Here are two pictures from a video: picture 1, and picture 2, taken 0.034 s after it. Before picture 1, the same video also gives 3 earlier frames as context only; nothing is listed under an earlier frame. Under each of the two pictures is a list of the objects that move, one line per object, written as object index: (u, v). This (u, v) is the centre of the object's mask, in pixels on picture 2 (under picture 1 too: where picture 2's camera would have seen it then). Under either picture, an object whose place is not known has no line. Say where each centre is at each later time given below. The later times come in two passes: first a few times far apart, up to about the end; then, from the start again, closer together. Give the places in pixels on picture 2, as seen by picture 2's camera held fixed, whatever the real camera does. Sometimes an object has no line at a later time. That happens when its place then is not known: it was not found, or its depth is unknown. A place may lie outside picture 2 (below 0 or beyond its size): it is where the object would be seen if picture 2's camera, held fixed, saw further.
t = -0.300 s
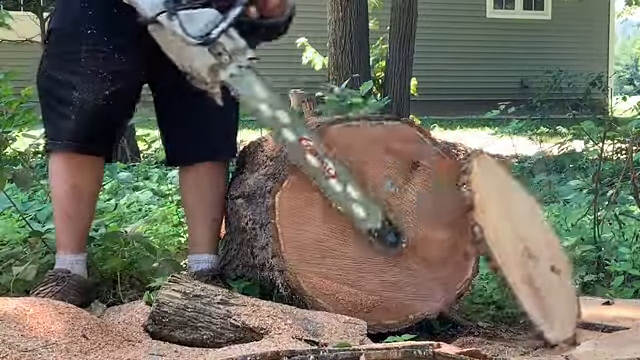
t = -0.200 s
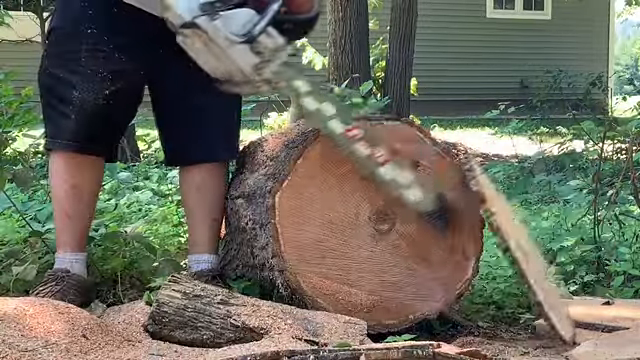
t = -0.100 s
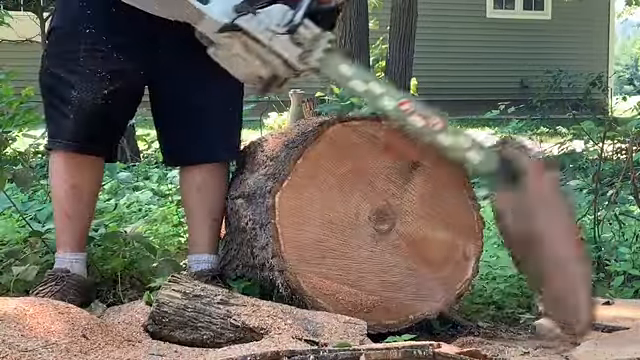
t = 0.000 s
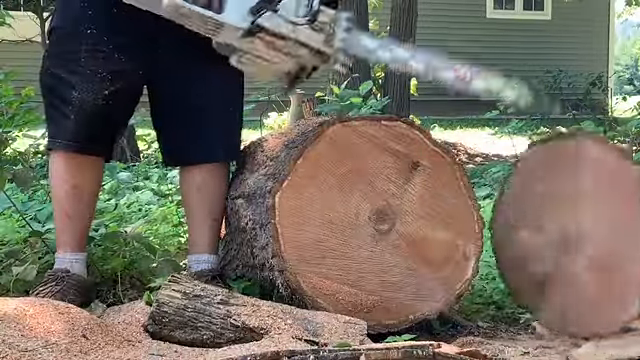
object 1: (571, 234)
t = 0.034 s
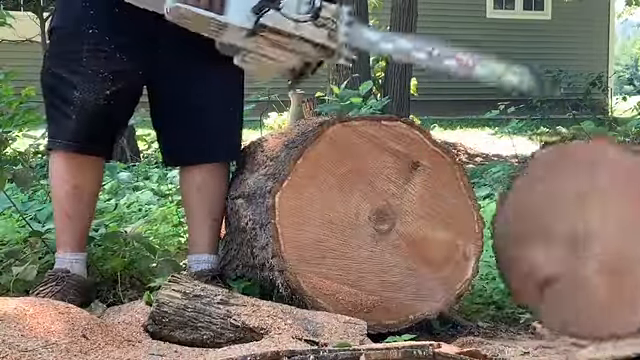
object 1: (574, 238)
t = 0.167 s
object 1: (585, 242)
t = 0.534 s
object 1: (588, 231)
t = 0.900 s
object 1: (575, 305)
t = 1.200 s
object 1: (576, 319)
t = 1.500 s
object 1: (573, 317)
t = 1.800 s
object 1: (573, 317)
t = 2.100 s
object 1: (572, 317)
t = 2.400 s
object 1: (572, 317)
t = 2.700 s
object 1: (572, 317)
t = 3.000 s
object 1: (572, 317)
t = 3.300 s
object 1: (572, 317)
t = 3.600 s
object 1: (572, 317)
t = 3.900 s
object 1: (572, 317)
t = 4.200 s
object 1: (573, 317)
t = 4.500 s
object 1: (572, 317)
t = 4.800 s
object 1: (572, 317)
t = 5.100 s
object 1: (572, 317)
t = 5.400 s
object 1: (573, 317)
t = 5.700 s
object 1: (572, 317)
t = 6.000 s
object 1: (572, 317)
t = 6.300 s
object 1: (573, 317)
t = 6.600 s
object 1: (572, 317)
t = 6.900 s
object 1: (572, 317)
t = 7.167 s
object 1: (572, 317)
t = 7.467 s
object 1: (572, 317)
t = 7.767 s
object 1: (572, 317)
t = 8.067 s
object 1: (572, 317)
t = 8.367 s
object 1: (572, 317)
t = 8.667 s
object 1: (572, 317)
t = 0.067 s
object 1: (576, 240)
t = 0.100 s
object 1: (577, 241)
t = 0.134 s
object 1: (580, 240)
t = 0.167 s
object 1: (585, 242)
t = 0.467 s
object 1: (595, 226)
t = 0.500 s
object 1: (591, 229)
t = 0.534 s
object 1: (588, 231)
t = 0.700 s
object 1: (580, 245)
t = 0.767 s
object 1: (581, 260)
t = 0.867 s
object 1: (580, 300)
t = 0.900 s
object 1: (575, 305)
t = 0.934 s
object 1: (571, 305)
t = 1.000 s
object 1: (576, 314)
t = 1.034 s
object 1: (576, 315)
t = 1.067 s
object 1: (578, 316)
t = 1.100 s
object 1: (575, 314)
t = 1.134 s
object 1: (574, 316)
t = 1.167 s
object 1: (573, 316)
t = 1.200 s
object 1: (576, 319)
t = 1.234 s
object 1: (576, 319)
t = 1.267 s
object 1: (576, 319)
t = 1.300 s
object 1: (576, 319)
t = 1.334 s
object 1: (572, 316)
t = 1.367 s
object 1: (573, 317)
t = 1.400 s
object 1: (573, 317)
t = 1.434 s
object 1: (573, 317)
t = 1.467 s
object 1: (573, 317)
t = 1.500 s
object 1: (573, 317)
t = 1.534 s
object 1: (573, 317)
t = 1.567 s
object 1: (573, 317)
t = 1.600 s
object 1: (573, 317)
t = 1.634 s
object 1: (573, 317)
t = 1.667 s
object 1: (573, 317)
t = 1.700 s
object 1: (573, 317)
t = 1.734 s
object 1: (573, 317)
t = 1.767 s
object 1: (573, 317)
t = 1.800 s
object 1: (573, 317)
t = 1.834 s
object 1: (573, 317)
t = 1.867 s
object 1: (573, 317)
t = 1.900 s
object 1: (573, 317)
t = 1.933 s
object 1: (573, 317)
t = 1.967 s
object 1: (573, 317)
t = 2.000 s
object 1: (573, 317)
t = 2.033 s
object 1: (573, 317)
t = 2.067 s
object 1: (573, 317)
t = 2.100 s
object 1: (572, 317)
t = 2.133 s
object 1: (573, 317)
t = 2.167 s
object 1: (573, 317)
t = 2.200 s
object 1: (573, 317)
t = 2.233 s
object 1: (573, 317)
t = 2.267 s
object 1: (573, 317)
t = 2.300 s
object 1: (572, 317)
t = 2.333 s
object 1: (572, 317)
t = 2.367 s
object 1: (572, 317)
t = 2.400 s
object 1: (572, 317)
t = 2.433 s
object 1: (572, 317)
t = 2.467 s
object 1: (572, 317)
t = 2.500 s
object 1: (572, 317)
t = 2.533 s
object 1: (572, 317)
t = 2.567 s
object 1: (572, 317)
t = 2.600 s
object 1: (572, 317)
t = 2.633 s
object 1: (572, 317)
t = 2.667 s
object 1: (572, 317)
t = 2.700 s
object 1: (572, 317)
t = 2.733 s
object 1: (572, 317)
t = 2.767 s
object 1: (572, 317)
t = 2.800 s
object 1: (572, 317)
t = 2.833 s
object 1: (572, 317)
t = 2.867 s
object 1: (572, 317)
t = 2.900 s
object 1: (572, 317)
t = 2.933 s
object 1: (572, 317)
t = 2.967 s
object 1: (572, 317)
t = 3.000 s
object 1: (572, 317)
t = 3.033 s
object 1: (572, 317)
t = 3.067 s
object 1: (572, 317)
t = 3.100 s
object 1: (572, 317)
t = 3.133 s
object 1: (572, 317)
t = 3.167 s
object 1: (572, 317)
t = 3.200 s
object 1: (572, 317)
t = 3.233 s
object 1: (572, 317)
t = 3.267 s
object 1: (572, 317)
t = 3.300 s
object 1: (572, 317)
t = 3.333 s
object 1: (572, 317)
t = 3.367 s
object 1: (572, 317)
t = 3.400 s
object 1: (572, 317)
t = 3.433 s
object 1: (572, 317)
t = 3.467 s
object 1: (572, 317)
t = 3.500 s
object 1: (572, 317)
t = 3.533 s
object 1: (572, 317)
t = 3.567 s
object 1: (572, 317)
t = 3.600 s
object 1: (572, 317)
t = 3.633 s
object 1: (572, 317)
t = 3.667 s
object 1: (572, 317)
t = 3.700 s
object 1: (572, 317)
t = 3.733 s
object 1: (572, 317)
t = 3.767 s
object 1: (572, 317)
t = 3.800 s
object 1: (572, 317)
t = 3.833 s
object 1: (572, 317)
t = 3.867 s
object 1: (572, 317)
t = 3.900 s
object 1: (572, 317)
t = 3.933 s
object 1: (572, 317)
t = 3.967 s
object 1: (572, 317)
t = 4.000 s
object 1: (572, 317)
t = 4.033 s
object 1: (572, 317)
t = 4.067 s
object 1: (573, 317)
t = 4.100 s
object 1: (572, 317)
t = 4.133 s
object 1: (572, 317)
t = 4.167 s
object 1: (573, 317)
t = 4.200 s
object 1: (573, 317)
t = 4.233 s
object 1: (573, 317)
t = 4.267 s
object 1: (572, 317)
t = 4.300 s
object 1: (572, 317)
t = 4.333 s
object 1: (572, 317)
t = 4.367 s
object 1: (572, 317)
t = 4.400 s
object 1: (572, 317)
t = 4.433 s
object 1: (572, 317)
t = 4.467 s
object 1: (572, 317)
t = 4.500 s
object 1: (572, 317)
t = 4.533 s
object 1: (572, 317)
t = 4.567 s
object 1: (572, 317)
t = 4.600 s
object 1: (572, 317)
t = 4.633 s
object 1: (572, 317)
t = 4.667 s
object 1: (572, 317)
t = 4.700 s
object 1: (572, 317)
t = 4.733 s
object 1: (572, 317)
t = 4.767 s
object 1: (572, 317)
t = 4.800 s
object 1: (572, 317)
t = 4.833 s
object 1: (572, 317)
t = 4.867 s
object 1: (572, 317)
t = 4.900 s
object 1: (572, 317)
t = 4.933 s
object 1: (572, 317)
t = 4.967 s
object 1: (572, 317)
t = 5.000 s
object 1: (572, 317)
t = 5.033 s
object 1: (572, 317)
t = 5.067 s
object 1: (572, 317)
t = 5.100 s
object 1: (572, 317)
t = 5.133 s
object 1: (572, 317)
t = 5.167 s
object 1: (572, 317)
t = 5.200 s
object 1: (573, 317)
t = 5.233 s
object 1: (573, 317)
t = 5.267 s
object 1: (573, 317)
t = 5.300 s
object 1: (573, 317)
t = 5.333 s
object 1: (573, 317)
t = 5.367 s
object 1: (573, 317)
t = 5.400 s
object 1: (573, 317)
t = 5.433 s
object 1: (573, 317)
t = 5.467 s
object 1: (573, 317)
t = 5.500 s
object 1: (573, 317)
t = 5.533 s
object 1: (573, 317)
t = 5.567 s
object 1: (573, 317)
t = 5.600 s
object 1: (572, 317)
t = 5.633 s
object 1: (572, 317)
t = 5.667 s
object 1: (572, 317)
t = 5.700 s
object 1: (572, 317)
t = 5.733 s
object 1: (573, 317)
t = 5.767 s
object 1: (572, 317)
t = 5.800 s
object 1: (572, 317)
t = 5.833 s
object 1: (572, 317)
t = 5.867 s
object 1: (572, 317)
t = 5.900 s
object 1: (572, 317)
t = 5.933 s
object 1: (572, 317)
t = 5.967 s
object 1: (573, 317)
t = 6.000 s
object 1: (572, 317)
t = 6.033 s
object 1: (573, 317)
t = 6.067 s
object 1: (573, 317)
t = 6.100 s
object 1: (573, 317)
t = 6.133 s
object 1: (573, 317)
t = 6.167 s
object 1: (573, 317)
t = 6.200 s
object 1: (573, 317)
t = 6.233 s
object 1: (573, 317)
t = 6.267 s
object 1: (572, 317)
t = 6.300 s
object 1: (573, 317)
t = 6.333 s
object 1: (572, 317)
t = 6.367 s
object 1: (572, 317)
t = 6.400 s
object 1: (572, 317)
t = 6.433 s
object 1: (572, 317)
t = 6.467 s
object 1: (572, 317)
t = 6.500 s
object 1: (572, 317)
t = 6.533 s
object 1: (572, 317)
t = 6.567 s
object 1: (572, 317)
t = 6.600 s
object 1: (572, 317)
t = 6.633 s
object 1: (572, 317)
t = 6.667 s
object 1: (572, 317)
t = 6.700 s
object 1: (572, 317)
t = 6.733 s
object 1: (572, 317)
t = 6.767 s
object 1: (572, 317)
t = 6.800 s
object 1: (572, 317)
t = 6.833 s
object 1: (572, 317)
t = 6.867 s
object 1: (572, 317)
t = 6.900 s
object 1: (572, 317)
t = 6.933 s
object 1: (572, 317)
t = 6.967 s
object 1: (572, 317)
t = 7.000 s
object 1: (572, 317)
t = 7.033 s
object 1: (572, 317)
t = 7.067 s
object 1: (572, 317)
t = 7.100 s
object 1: (572, 317)
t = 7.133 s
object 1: (572, 317)
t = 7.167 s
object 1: (572, 317)
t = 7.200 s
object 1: (572, 317)
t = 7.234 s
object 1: (572, 317)
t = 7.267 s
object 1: (572, 317)
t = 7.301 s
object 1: (572, 317)
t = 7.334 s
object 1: (572, 317)
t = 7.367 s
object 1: (572, 317)
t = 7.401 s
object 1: (572, 317)
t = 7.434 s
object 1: (572, 317)
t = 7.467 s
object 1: (572, 317)
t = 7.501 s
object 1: (572, 317)
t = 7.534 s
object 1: (572, 317)
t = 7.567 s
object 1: (572, 317)
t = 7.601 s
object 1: (572, 317)
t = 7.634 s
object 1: (572, 317)
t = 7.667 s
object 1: (572, 317)
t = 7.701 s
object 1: (571, 317)
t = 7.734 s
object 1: (572, 317)
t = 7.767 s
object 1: (572, 317)
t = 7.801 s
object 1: (572, 317)
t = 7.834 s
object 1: (572, 317)
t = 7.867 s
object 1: (572, 317)
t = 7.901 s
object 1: (572, 317)
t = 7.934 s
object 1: (572, 317)
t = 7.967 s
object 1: (572, 317)
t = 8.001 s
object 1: (572, 317)
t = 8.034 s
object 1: (572, 317)
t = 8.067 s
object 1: (572, 317)
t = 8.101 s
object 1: (572, 317)
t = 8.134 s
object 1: (572, 317)
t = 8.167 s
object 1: (572, 317)
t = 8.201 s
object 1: (572, 317)
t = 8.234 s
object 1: (572, 317)
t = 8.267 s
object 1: (572, 317)
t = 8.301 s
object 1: (572, 317)
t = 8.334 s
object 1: (572, 317)
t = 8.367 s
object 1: (572, 317)
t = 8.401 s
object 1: (572, 317)
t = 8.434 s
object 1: (572, 317)
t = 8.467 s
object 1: (572, 317)
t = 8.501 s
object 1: (572, 317)
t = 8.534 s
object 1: (572, 317)
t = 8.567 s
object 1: (572, 317)
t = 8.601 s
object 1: (572, 317)
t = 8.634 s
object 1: (572, 317)
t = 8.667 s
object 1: (572, 317)
